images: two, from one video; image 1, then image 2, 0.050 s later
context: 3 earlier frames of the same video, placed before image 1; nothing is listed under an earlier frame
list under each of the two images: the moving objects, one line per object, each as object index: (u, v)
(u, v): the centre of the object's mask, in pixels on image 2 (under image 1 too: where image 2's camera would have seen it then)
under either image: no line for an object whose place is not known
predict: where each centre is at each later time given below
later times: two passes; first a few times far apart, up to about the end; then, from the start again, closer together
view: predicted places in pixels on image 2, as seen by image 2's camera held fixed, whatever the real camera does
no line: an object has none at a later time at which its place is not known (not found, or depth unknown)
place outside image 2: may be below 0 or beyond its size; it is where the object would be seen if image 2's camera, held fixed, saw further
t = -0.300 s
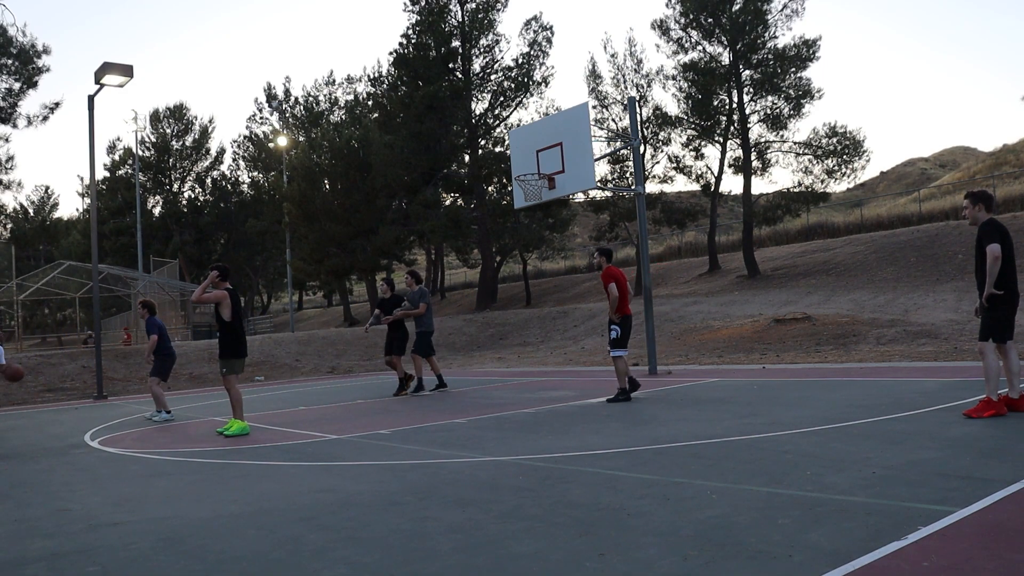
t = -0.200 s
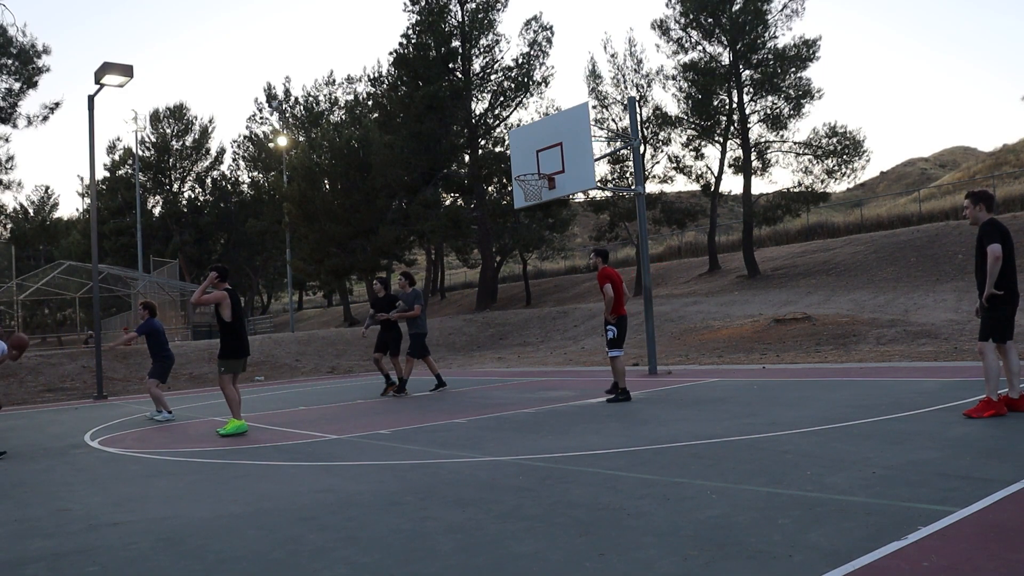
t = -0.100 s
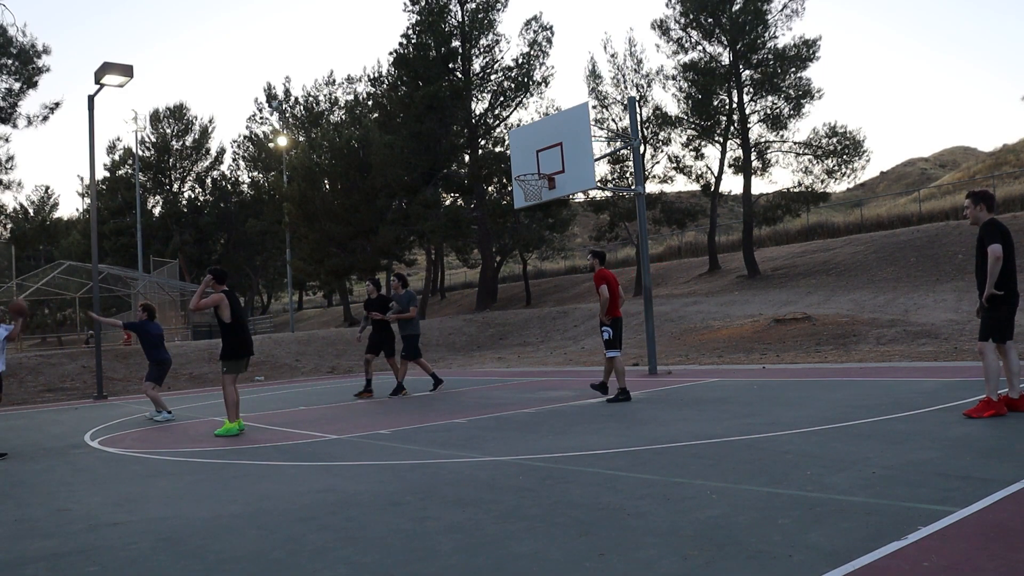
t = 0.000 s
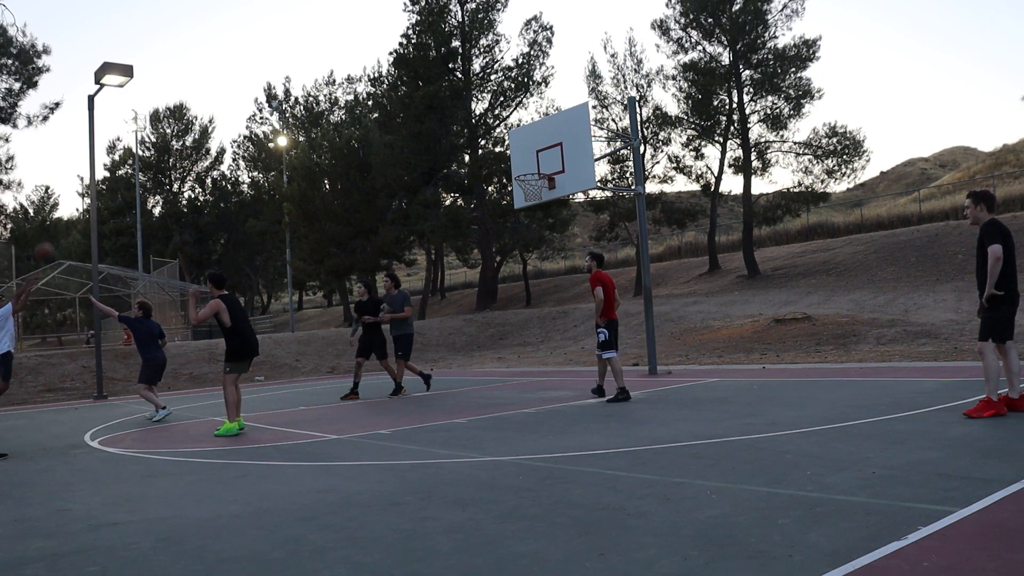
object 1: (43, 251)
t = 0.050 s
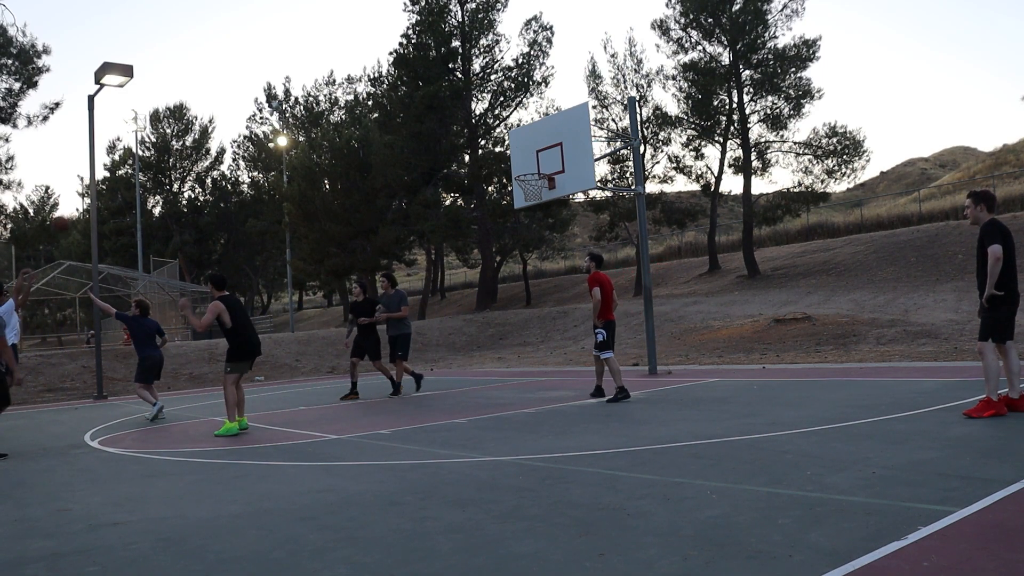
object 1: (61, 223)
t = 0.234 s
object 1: (125, 133)
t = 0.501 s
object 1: (218, 49)
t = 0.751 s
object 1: (302, 17)
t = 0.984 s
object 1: (379, 25)
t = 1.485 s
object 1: (542, 160)
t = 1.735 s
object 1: (524, 185)
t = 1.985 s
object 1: (536, 202)
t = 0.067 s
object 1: (67, 214)
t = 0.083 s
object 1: (73, 205)
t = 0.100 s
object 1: (79, 196)
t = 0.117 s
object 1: (85, 189)
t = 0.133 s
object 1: (90, 179)
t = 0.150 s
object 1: (96, 171)
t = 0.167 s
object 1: (103, 163)
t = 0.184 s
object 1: (108, 155)
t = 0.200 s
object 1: (113, 148)
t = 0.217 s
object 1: (120, 140)
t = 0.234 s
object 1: (125, 133)
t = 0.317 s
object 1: (155, 101)
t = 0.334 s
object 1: (160, 95)
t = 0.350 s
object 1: (166, 90)
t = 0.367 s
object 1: (172, 84)
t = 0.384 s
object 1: (178, 80)
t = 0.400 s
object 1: (183, 74)
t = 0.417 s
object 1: (189, 70)
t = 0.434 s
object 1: (195, 65)
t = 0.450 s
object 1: (200, 61)
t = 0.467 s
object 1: (206, 57)
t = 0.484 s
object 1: (212, 53)
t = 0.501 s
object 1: (218, 49)
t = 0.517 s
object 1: (223, 46)
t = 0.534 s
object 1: (229, 43)
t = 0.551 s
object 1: (235, 40)
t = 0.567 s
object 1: (240, 37)
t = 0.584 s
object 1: (246, 34)
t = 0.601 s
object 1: (252, 31)
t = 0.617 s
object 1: (257, 29)
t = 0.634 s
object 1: (263, 27)
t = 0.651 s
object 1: (268, 25)
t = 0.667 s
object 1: (274, 23)
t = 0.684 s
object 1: (280, 22)
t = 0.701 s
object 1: (285, 20)
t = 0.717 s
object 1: (291, 19)
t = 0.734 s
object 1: (296, 18)
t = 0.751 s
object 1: (302, 17)
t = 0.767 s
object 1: (307, 17)
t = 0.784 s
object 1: (313, 16)
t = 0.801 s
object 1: (318, 16)
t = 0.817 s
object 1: (324, 16)
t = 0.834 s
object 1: (329, 16)
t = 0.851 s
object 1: (335, 16)
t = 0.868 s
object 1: (340, 17)
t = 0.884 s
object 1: (346, 18)
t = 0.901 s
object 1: (351, 18)
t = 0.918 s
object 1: (357, 19)
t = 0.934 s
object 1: (362, 21)
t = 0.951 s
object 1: (368, 22)
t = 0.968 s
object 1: (373, 24)
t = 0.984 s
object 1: (379, 25)
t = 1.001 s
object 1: (384, 27)
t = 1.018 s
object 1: (390, 29)
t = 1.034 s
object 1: (395, 32)
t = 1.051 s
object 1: (401, 35)
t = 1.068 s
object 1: (406, 37)
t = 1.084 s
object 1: (411, 39)
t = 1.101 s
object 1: (418, 43)
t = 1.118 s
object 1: (422, 46)
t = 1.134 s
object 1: (427, 49)
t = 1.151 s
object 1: (433, 52)
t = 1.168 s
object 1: (439, 56)
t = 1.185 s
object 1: (444, 60)
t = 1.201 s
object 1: (449, 64)
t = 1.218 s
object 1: (455, 68)
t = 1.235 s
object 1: (461, 73)
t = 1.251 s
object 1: (466, 77)
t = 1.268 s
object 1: (471, 82)
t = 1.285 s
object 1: (477, 87)
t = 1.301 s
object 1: (482, 93)
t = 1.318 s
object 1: (488, 98)
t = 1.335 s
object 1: (493, 103)
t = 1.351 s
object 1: (498, 108)
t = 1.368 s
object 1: (504, 115)
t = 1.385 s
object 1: (510, 121)
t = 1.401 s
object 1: (516, 127)
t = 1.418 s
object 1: (521, 133)
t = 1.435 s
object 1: (526, 140)
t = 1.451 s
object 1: (532, 146)
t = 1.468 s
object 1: (537, 153)
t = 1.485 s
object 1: (542, 160)
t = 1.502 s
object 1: (541, 164)
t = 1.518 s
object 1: (539, 168)
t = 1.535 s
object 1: (538, 172)
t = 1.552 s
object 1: (535, 177)
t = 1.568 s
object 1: (532, 180)
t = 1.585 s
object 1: (530, 185)
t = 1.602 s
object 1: (529, 186)
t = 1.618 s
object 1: (528, 187)
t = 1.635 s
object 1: (526, 187)
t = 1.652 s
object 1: (525, 185)
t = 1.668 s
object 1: (523, 184)
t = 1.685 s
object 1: (523, 183)
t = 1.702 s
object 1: (523, 183)
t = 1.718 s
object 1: (524, 184)
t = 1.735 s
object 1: (524, 185)
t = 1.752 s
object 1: (525, 186)
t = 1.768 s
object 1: (526, 188)
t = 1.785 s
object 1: (527, 189)
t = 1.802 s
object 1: (527, 189)
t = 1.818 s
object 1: (528, 191)
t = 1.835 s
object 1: (529, 192)
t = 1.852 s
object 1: (530, 193)
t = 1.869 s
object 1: (531, 193)
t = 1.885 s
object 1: (532, 194)
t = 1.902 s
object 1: (533, 194)
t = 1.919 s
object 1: (534, 196)
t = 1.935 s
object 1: (535, 195)
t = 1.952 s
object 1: (536, 199)
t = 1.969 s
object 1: (536, 200)
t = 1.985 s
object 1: (536, 202)
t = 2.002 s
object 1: (536, 203)
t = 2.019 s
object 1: (537, 203)
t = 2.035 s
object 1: (537, 205)
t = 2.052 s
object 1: (537, 206)
